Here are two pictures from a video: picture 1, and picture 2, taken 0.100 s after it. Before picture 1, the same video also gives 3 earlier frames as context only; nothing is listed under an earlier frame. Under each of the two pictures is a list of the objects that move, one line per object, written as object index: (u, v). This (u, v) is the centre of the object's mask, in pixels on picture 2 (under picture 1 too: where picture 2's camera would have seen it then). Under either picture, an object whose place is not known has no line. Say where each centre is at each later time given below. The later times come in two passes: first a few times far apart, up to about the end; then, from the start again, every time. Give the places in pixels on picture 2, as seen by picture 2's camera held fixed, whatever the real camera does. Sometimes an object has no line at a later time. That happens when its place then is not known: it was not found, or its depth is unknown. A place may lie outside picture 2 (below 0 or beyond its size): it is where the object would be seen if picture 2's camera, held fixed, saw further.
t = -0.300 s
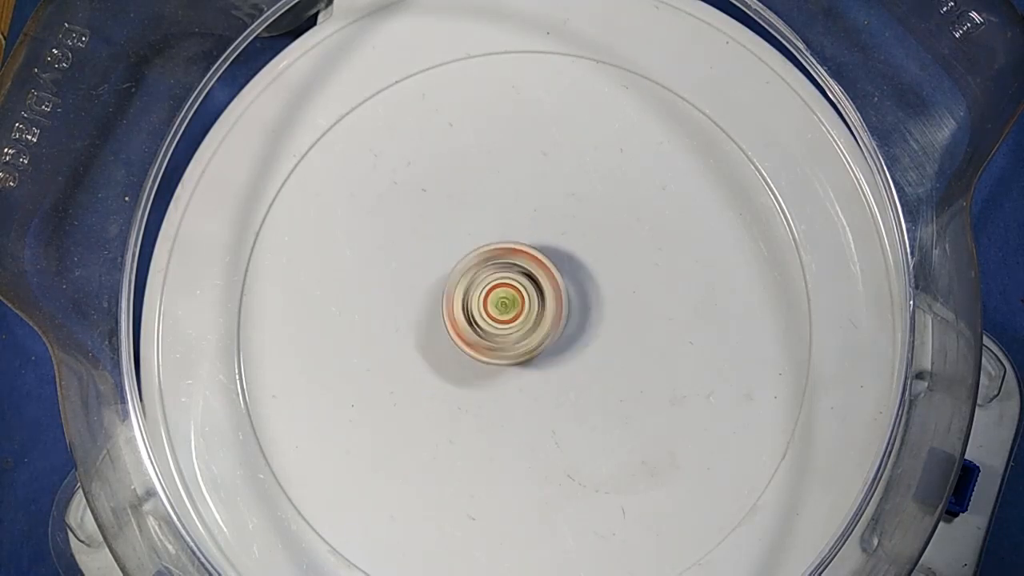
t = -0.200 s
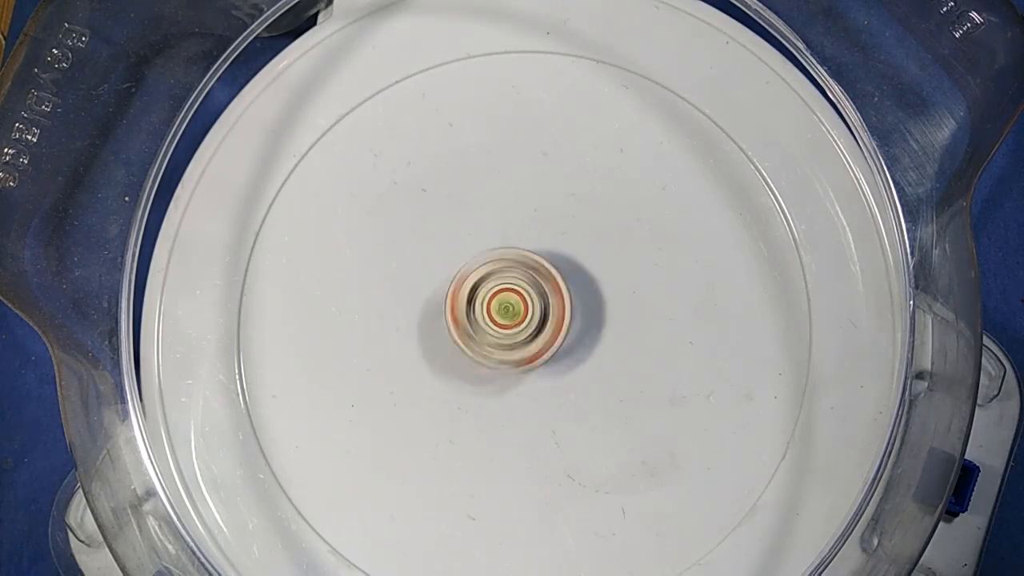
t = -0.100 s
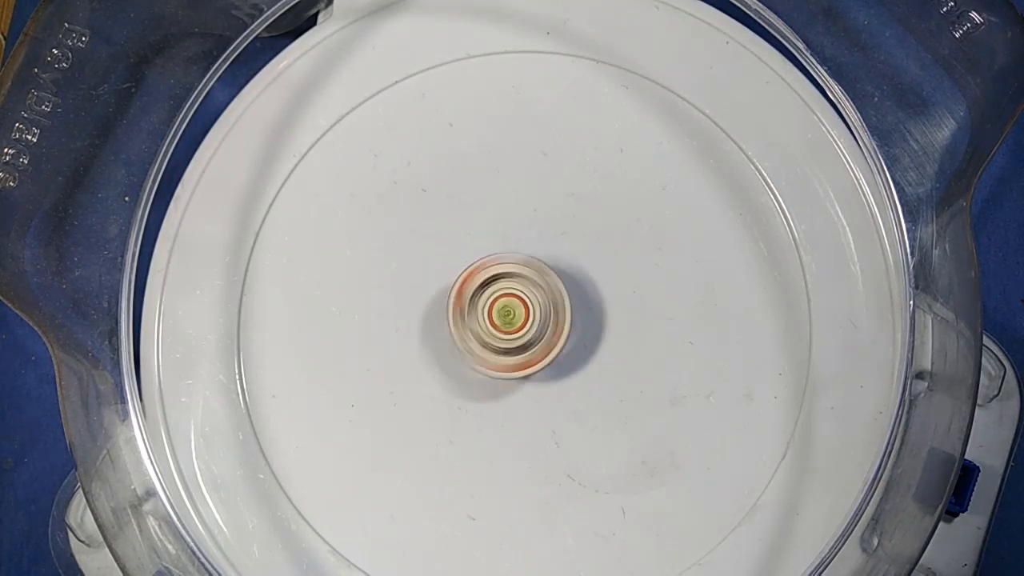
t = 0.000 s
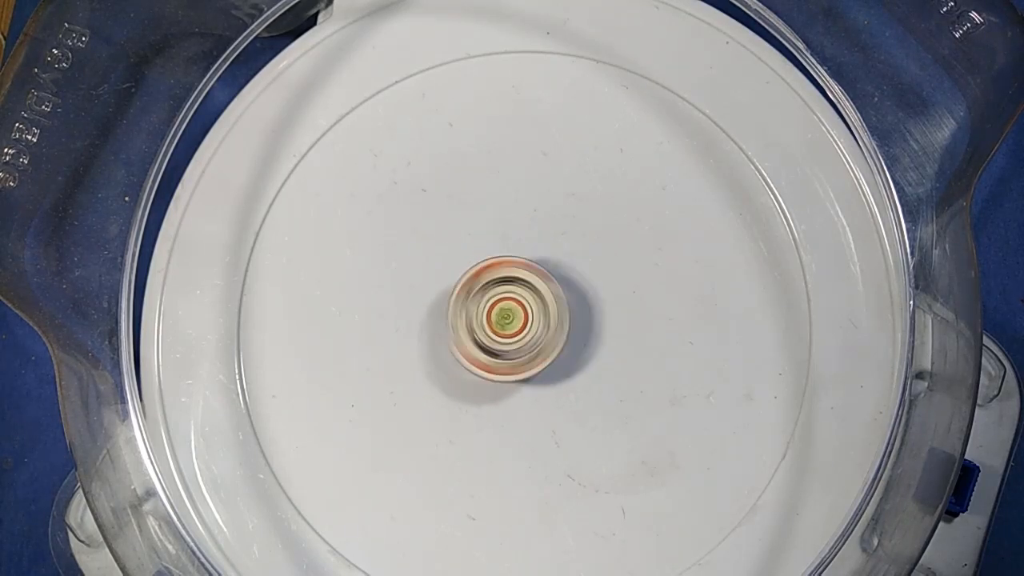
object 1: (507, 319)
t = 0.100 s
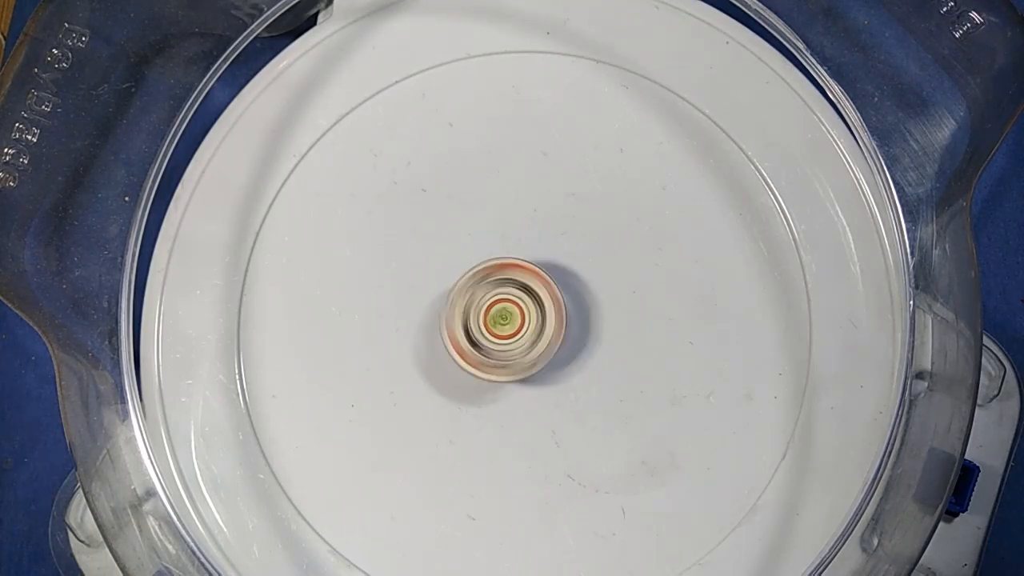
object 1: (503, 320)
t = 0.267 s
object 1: (498, 315)
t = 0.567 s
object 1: (497, 298)
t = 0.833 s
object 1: (503, 289)
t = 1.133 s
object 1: (511, 292)
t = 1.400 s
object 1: (506, 297)
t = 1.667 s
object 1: (494, 298)
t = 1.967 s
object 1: (486, 288)
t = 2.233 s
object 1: (494, 286)
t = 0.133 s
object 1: (504, 318)
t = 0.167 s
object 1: (500, 317)
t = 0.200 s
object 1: (500, 319)
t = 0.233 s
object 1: (501, 318)
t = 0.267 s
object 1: (498, 315)
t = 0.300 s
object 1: (496, 315)
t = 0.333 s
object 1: (497, 314)
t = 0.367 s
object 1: (496, 310)
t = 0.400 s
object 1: (494, 309)
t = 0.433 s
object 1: (495, 308)
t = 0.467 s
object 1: (496, 304)
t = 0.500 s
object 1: (493, 303)
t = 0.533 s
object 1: (495, 302)
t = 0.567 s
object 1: (497, 298)
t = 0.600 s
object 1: (494, 296)
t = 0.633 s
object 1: (496, 296)
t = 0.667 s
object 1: (499, 293)
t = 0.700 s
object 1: (497, 291)
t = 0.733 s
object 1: (499, 291)
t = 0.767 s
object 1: (502, 289)
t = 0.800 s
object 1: (501, 287)
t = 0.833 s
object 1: (503, 289)
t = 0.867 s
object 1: (507, 287)
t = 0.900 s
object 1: (505, 286)
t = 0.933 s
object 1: (507, 288)
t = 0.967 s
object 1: (510, 287)
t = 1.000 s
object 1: (509, 287)
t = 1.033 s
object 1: (510, 289)
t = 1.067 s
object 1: (513, 290)
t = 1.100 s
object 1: (511, 289)
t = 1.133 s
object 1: (511, 292)
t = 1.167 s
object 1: (513, 293)
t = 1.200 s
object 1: (511, 293)
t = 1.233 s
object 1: (511, 296)
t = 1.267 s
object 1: (512, 296)
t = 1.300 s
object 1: (509, 296)
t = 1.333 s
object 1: (508, 298)
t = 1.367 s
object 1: (509, 299)
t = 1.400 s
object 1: (506, 297)
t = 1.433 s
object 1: (505, 300)
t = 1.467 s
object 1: (504, 301)
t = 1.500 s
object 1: (500, 299)
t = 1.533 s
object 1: (499, 301)
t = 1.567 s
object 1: (499, 300)
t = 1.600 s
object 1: (494, 299)
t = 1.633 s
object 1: (494, 300)
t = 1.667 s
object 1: (494, 298)
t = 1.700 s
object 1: (489, 298)
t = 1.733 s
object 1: (490, 298)
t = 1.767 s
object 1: (490, 295)
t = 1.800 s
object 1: (486, 295)
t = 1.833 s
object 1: (487, 295)
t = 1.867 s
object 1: (487, 291)
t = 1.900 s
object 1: (485, 292)
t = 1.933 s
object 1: (487, 292)
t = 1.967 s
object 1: (486, 288)
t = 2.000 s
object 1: (487, 290)
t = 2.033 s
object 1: (489, 288)
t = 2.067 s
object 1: (487, 286)
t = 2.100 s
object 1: (489, 287)
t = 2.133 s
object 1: (491, 285)
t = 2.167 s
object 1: (490, 286)
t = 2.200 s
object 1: (492, 287)
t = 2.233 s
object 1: (494, 286)
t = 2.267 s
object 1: (493, 288)
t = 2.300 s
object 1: (496, 289)
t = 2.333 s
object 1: (496, 287)
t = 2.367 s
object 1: (496, 291)
